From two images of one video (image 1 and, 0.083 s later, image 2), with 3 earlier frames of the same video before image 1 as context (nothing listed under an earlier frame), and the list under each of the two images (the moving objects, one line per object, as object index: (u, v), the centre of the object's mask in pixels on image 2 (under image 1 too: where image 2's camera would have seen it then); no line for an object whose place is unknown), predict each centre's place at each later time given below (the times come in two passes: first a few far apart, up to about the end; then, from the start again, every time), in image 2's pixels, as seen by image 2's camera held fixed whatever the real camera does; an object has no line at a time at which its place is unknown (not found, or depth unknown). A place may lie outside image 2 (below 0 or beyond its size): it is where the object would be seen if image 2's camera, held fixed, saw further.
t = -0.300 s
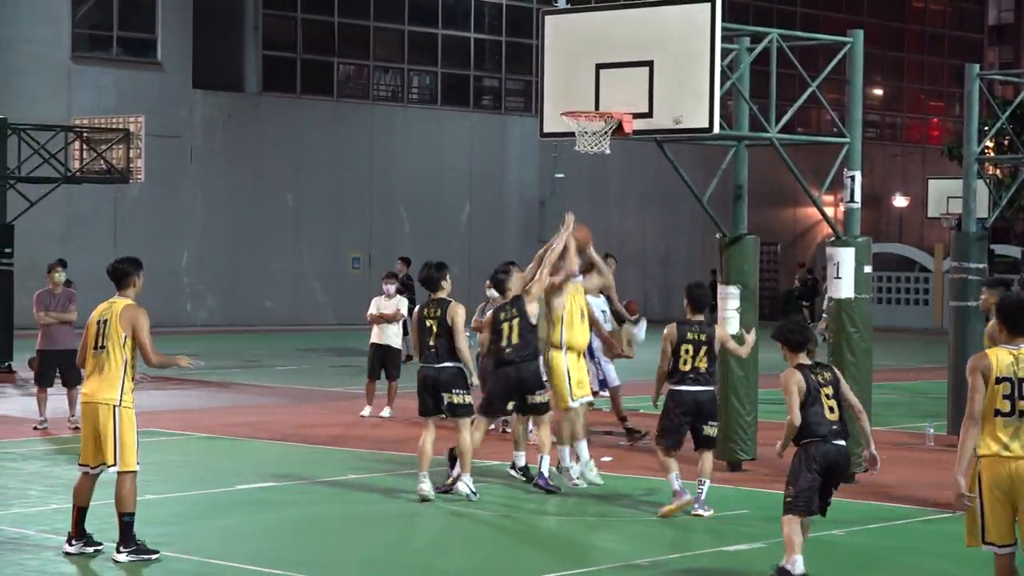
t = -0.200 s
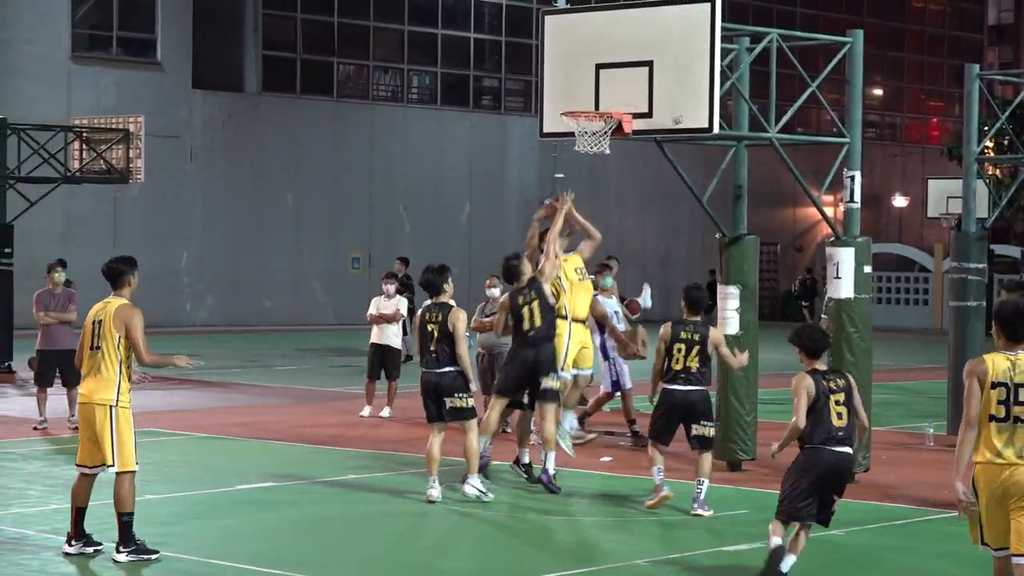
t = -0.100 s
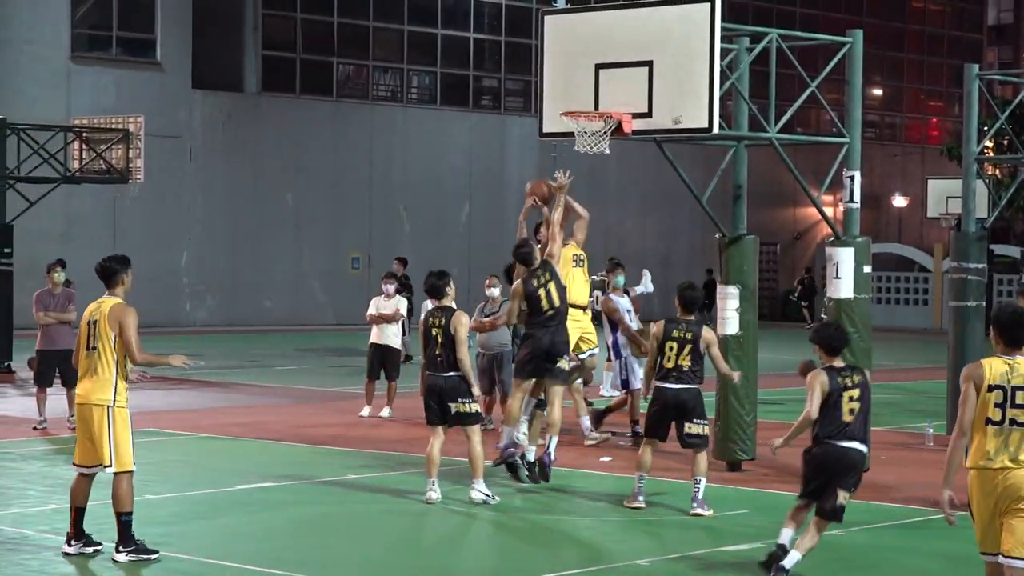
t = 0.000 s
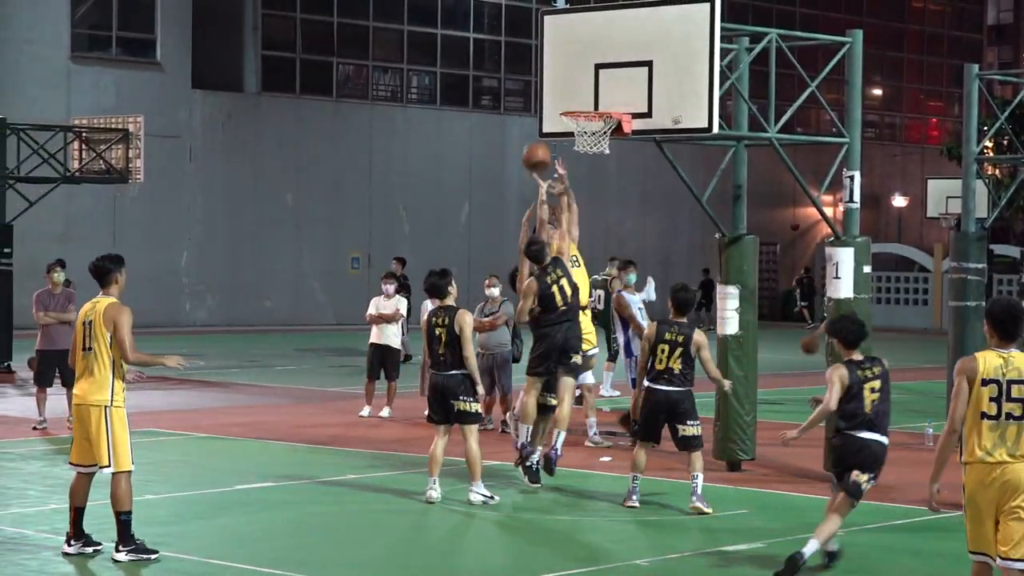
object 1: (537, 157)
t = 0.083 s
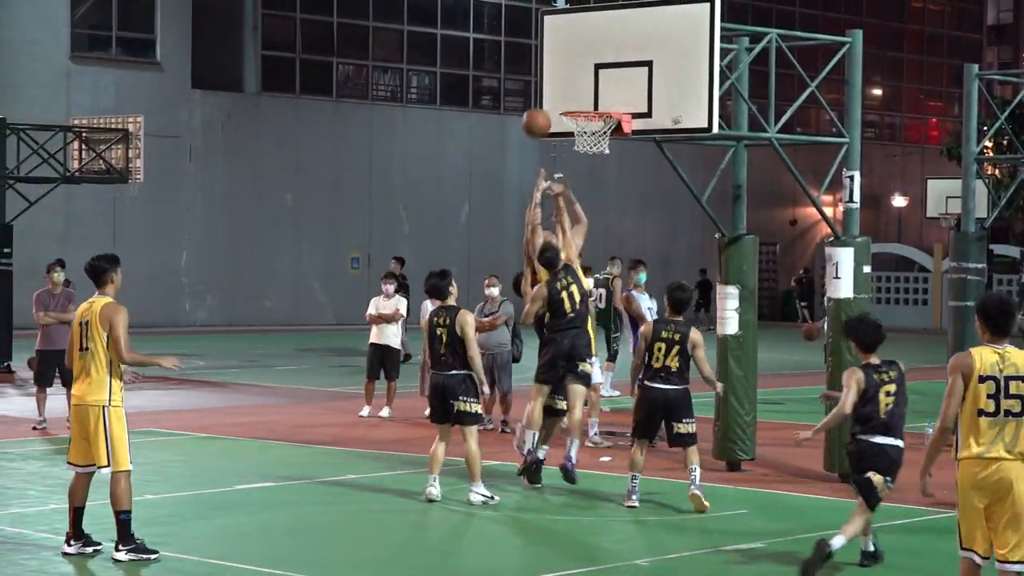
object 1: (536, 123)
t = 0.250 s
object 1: (537, 78)
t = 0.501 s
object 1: (536, 72)
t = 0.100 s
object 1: (536, 117)
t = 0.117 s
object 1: (536, 111)
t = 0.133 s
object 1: (537, 106)
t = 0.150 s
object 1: (537, 101)
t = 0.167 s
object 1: (537, 96)
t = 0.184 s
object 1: (537, 92)
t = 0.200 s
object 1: (537, 88)
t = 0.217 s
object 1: (537, 84)
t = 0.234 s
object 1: (537, 80)
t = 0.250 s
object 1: (537, 78)
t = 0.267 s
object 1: (537, 75)
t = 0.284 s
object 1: (537, 73)
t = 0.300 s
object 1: (537, 71)
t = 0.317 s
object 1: (537, 69)
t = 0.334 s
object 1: (537, 68)
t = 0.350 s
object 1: (537, 67)
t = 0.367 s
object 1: (537, 66)
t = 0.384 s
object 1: (537, 66)
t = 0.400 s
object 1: (537, 66)
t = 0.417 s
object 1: (537, 66)
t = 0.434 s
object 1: (537, 66)
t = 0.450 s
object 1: (536, 67)
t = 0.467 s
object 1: (536, 69)
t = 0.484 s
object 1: (537, 70)
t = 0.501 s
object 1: (536, 72)
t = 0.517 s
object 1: (536, 75)
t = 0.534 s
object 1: (536, 78)
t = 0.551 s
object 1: (536, 80)
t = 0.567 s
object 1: (536, 84)
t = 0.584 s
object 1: (536, 87)
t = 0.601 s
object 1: (536, 91)
